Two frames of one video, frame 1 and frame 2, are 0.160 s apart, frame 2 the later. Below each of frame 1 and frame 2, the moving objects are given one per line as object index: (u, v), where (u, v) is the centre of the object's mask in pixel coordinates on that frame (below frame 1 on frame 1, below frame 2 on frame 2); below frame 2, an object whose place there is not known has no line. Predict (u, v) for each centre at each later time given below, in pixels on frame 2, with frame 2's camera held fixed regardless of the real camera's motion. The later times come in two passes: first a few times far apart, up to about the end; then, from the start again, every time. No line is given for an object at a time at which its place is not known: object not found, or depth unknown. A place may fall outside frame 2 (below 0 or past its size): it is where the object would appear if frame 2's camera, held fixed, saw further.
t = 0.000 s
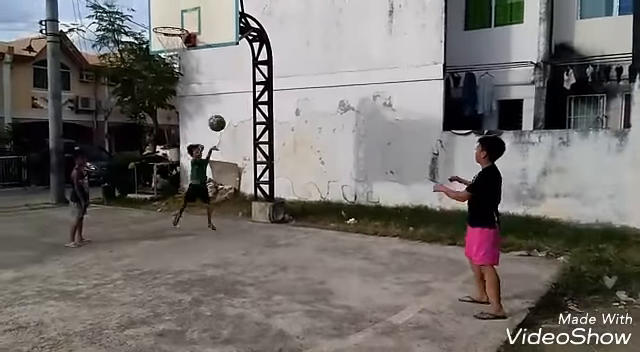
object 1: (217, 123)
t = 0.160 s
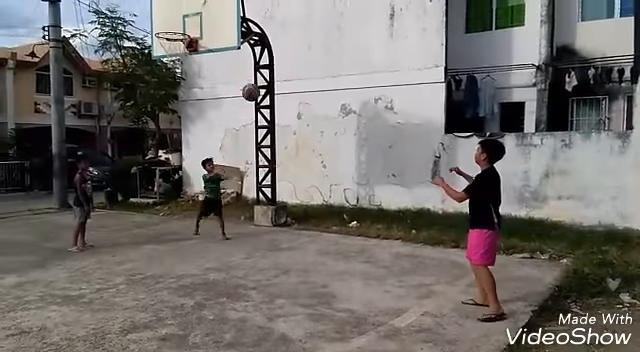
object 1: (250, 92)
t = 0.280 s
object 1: (278, 75)
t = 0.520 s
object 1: (342, 69)
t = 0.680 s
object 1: (395, 93)
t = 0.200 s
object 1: (259, 86)
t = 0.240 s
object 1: (268, 80)
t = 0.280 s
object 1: (278, 75)
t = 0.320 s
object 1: (287, 71)
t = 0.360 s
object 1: (298, 68)
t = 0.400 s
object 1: (308, 67)
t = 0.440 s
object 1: (319, 66)
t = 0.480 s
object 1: (330, 67)
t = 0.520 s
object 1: (342, 69)
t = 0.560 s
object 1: (354, 73)
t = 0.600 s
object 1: (367, 78)
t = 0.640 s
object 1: (381, 84)
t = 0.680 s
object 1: (395, 93)
